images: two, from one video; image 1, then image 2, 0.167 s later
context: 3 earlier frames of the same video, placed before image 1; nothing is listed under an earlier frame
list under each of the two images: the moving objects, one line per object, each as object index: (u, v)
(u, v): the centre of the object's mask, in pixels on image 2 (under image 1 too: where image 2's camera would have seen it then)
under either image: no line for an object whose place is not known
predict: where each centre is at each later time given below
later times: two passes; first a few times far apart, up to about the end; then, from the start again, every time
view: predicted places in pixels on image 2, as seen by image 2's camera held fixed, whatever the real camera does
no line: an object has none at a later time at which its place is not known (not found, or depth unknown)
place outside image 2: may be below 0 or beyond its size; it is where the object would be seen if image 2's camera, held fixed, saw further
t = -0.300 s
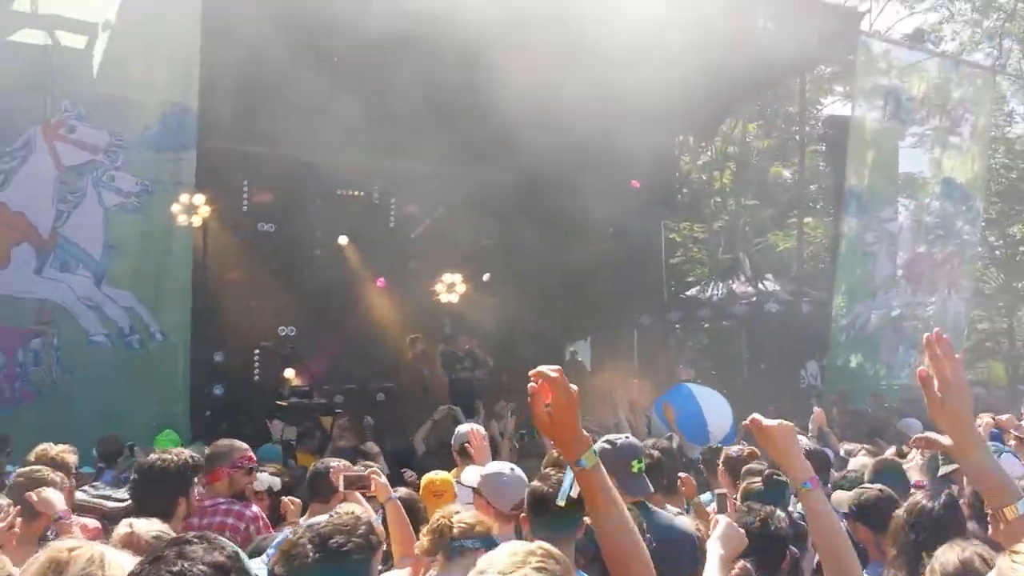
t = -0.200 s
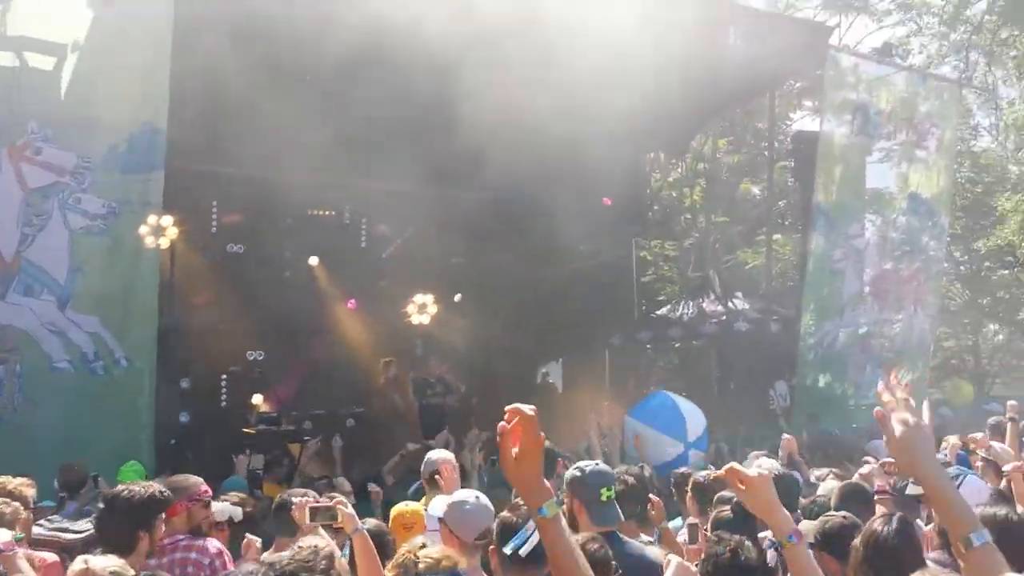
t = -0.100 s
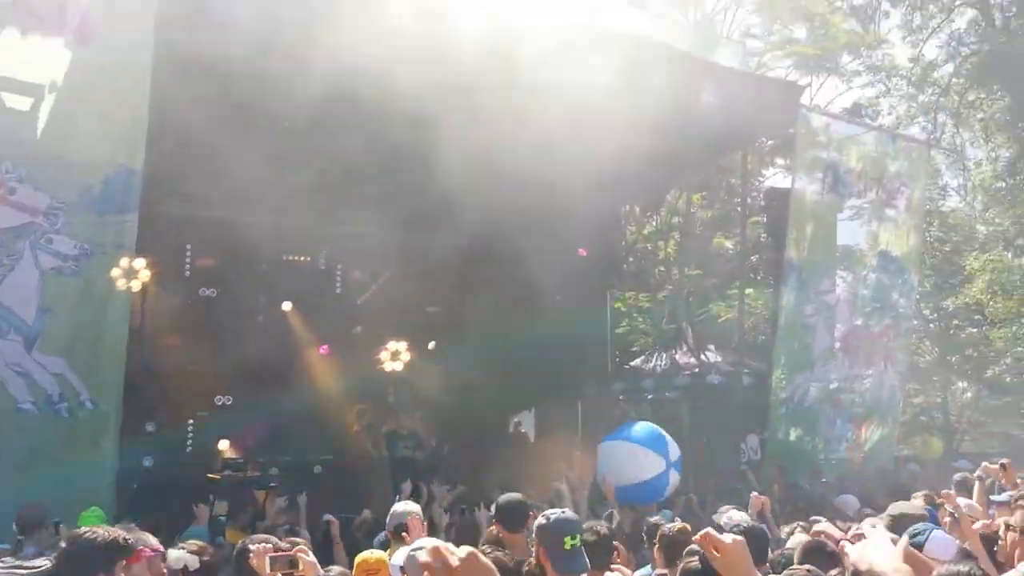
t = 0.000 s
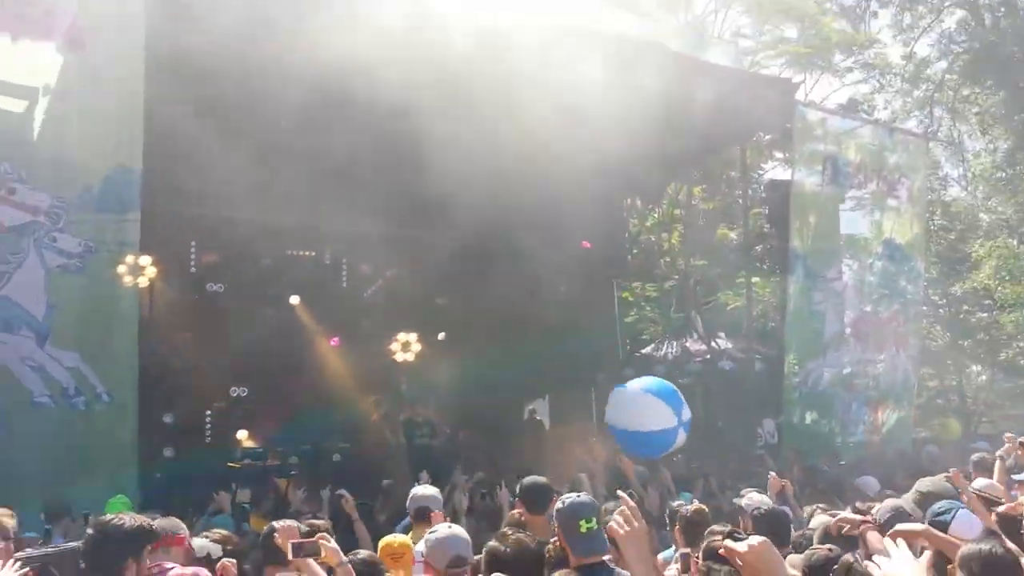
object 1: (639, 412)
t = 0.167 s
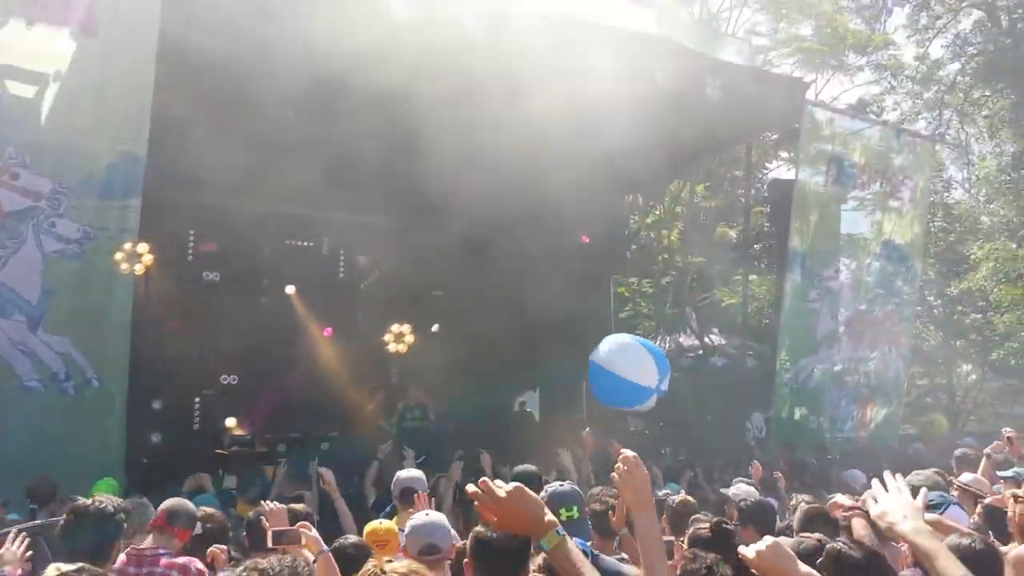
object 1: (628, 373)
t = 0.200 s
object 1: (627, 369)
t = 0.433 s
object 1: (617, 361)
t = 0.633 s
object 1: (609, 389)
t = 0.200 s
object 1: (627, 369)
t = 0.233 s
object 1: (625, 365)
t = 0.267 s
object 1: (623, 361)
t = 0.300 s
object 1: (622, 360)
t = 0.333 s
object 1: (621, 359)
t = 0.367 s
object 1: (620, 358)
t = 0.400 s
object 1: (618, 359)
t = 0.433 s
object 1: (617, 361)
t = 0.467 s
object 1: (616, 364)
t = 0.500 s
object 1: (614, 368)
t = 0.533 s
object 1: (613, 372)
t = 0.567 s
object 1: (611, 379)
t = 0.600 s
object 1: (610, 383)
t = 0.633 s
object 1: (609, 389)
